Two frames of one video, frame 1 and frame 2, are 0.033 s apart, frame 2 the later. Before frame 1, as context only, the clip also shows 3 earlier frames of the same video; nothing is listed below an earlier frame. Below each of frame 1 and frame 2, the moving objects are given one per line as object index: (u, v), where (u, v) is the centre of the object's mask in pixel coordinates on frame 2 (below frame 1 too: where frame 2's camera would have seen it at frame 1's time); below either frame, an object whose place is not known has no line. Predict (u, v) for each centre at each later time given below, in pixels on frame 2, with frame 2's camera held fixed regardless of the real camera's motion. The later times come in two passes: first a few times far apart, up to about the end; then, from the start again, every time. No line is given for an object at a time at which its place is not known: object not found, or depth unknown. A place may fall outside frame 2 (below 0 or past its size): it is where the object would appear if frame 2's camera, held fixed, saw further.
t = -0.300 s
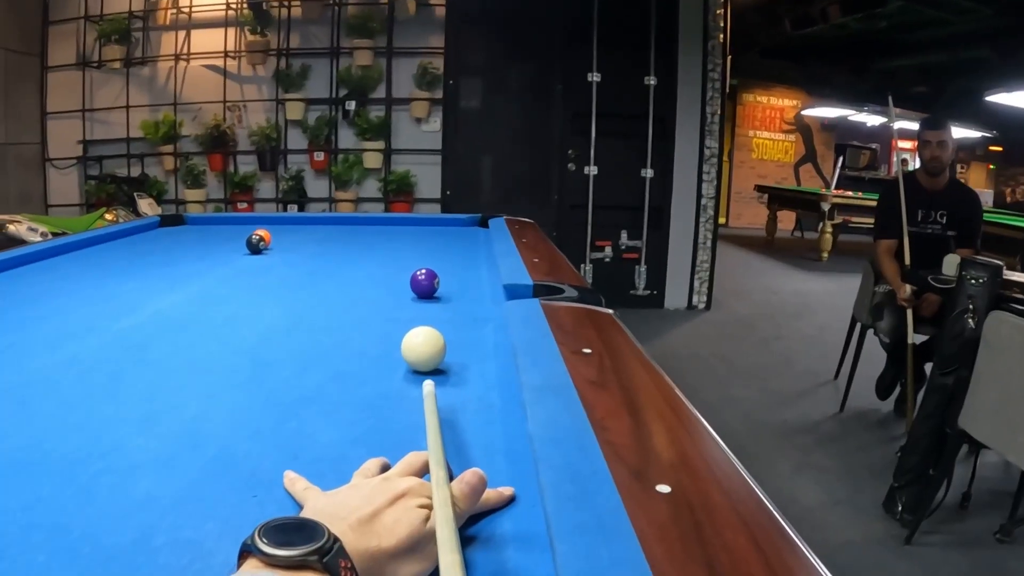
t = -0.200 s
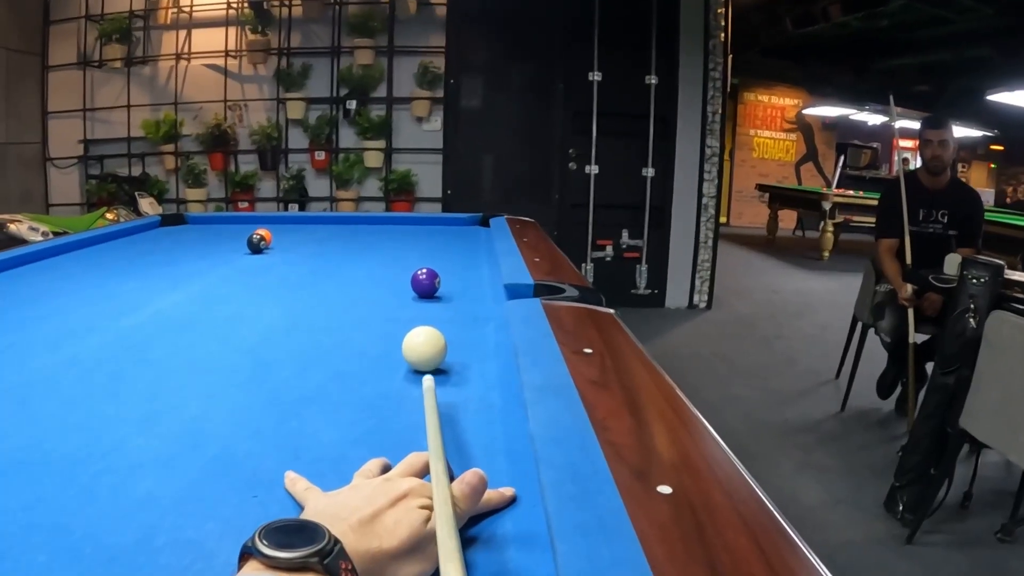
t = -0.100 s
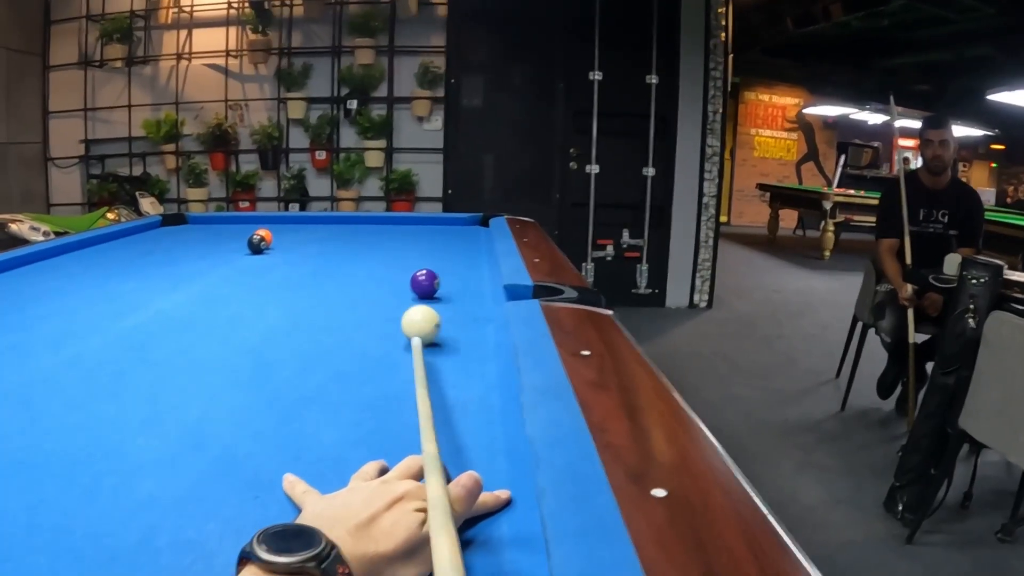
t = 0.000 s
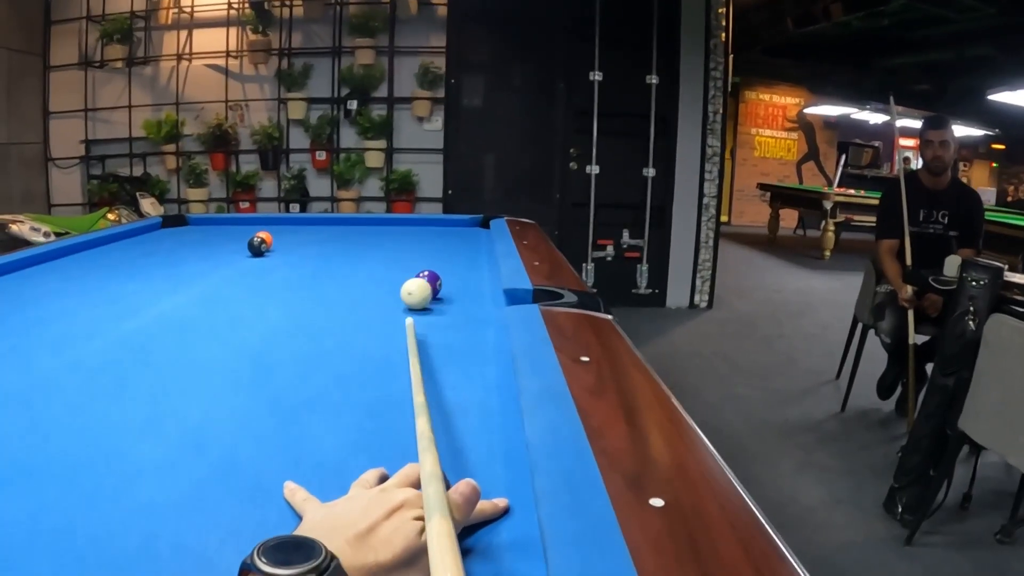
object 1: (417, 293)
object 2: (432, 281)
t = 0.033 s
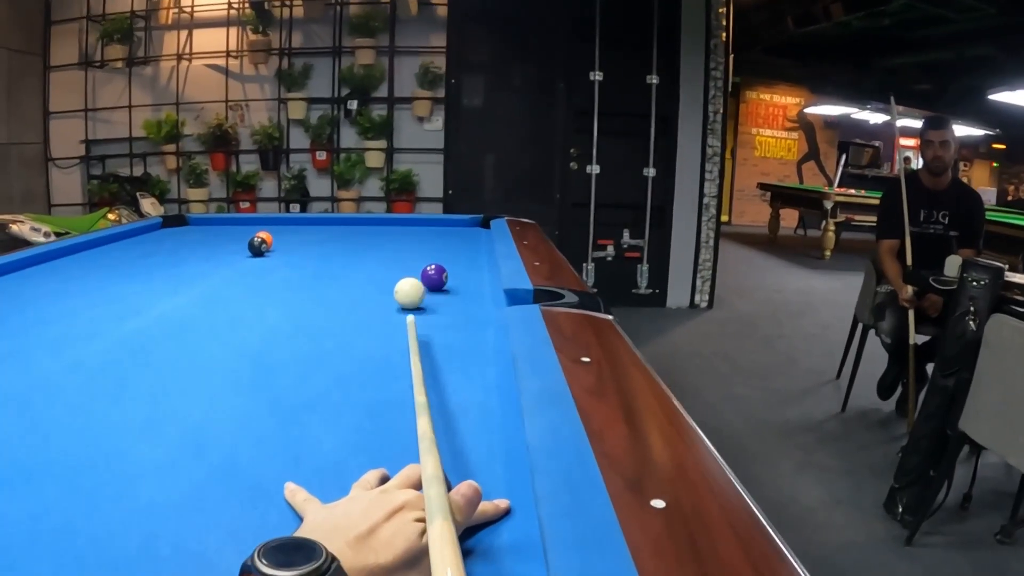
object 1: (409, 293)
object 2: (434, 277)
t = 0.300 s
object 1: (364, 289)
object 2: (465, 245)
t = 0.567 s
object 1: (324, 285)
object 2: (481, 228)
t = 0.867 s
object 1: (285, 280)
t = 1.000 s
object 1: (270, 278)
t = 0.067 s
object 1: (403, 293)
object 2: (440, 271)
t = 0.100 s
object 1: (398, 292)
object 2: (445, 265)
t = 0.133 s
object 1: (391, 291)
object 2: (449, 260)
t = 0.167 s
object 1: (385, 290)
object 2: (453, 256)
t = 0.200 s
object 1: (380, 290)
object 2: (456, 252)
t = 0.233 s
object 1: (375, 290)
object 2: (460, 250)
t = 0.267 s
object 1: (369, 289)
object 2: (463, 247)
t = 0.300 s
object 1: (364, 289)
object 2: (465, 245)
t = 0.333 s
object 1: (359, 289)
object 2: (468, 243)
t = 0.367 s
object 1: (354, 288)
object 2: (470, 240)
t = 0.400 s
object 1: (349, 288)
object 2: (472, 238)
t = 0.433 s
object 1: (344, 287)
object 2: (474, 236)
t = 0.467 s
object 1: (339, 286)
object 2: (476, 234)
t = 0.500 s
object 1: (334, 286)
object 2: (478, 232)
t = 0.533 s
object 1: (329, 285)
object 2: (479, 230)
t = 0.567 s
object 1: (324, 285)
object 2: (481, 228)
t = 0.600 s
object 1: (319, 284)
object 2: (483, 227)
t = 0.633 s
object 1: (315, 284)
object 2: (484, 226)
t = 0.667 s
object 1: (310, 283)
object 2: (485, 224)
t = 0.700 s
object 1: (306, 283)
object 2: (491, 224)
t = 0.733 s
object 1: (302, 282)
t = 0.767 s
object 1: (297, 282)
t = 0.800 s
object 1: (293, 281)
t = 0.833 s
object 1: (289, 281)
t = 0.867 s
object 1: (285, 280)
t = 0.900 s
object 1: (281, 280)
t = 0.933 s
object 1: (277, 279)
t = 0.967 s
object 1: (274, 279)
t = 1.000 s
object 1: (270, 278)
